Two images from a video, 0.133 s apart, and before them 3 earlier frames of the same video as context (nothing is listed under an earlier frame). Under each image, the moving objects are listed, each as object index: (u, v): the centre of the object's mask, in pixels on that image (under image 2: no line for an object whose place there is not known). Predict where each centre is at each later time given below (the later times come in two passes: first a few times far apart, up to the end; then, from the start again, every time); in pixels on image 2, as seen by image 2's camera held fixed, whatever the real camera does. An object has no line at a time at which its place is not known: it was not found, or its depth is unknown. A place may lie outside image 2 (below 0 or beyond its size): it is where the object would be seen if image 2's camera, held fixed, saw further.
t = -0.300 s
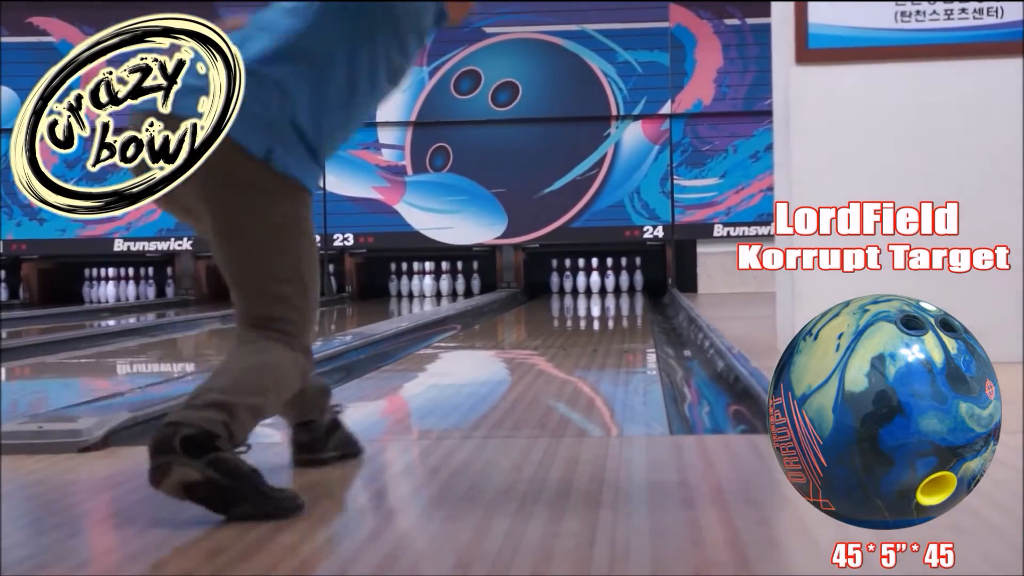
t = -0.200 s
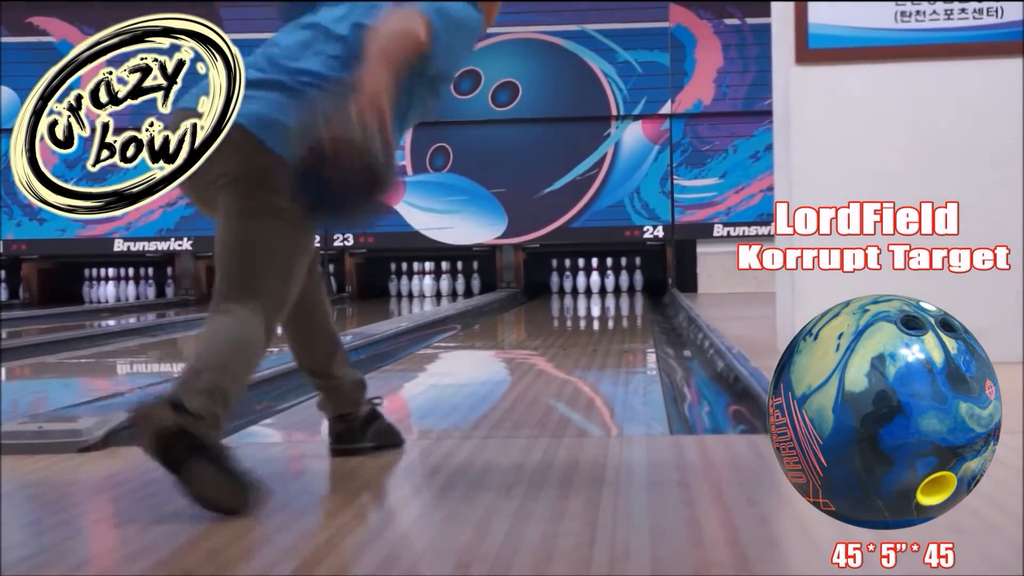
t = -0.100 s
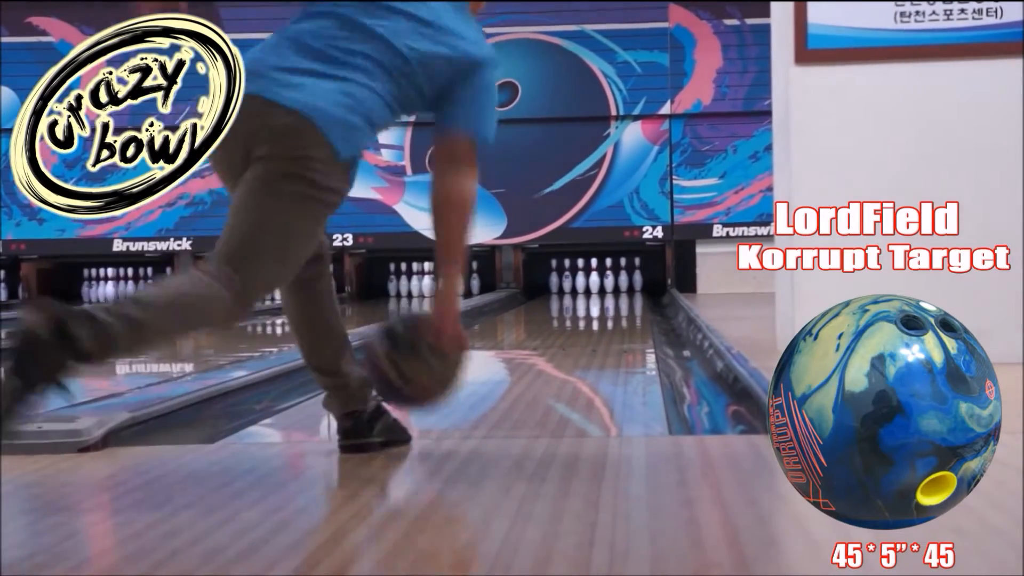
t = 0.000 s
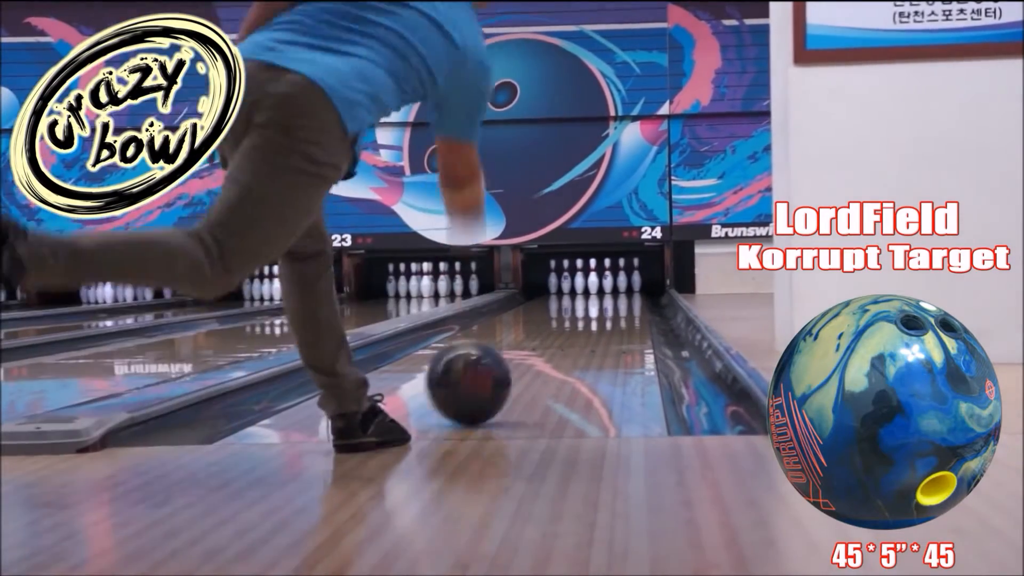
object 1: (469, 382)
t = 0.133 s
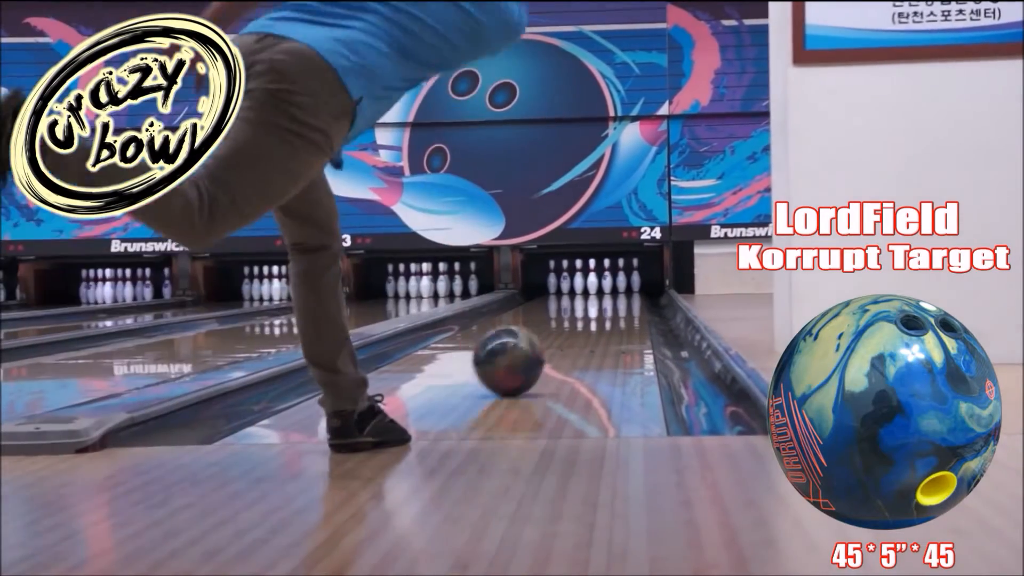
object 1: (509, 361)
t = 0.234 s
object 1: (530, 350)
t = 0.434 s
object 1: (563, 331)
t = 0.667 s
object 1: (586, 317)
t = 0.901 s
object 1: (603, 309)
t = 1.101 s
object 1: (611, 302)
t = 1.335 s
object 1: (620, 298)
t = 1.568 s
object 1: (623, 293)
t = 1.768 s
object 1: (624, 290)
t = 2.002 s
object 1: (621, 288)
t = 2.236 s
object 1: (609, 284)
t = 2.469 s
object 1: (608, 282)
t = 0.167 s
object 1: (516, 357)
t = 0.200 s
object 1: (524, 353)
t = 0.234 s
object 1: (530, 350)
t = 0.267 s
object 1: (536, 345)
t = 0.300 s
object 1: (543, 342)
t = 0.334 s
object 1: (548, 339)
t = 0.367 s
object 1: (553, 336)
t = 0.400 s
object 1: (559, 334)
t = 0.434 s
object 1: (563, 331)
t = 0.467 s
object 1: (567, 329)
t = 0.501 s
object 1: (571, 326)
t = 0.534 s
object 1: (575, 324)
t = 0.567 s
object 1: (578, 321)
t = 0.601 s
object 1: (581, 320)
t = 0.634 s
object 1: (584, 318)
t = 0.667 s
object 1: (586, 317)
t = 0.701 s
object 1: (590, 316)
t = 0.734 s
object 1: (592, 315)
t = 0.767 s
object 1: (595, 313)
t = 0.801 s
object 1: (597, 312)
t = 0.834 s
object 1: (599, 311)
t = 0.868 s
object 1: (601, 310)
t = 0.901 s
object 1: (603, 309)
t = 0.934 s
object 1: (604, 307)
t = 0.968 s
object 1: (606, 306)
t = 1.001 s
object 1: (607, 305)
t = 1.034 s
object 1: (609, 305)
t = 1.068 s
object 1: (609, 304)
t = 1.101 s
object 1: (611, 302)
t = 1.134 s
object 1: (613, 302)
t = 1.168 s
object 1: (615, 301)
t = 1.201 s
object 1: (615, 301)
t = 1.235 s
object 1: (617, 300)
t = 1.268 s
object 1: (617, 299)
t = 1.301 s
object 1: (618, 298)
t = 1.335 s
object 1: (620, 298)
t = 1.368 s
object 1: (620, 296)
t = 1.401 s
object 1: (620, 296)
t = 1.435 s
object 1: (622, 296)
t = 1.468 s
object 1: (622, 294)
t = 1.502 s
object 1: (623, 294)
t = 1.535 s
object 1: (624, 293)
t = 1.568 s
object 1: (623, 293)
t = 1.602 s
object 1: (623, 293)
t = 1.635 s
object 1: (624, 292)
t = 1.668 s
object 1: (624, 292)
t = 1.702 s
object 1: (624, 291)
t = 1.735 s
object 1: (624, 290)
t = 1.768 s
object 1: (624, 290)
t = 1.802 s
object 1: (623, 289)
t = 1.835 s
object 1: (623, 288)
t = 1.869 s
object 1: (623, 289)
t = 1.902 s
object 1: (622, 288)
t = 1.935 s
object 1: (622, 288)
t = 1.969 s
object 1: (621, 287)
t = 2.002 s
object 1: (621, 288)
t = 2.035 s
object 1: (619, 286)
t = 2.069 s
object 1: (617, 286)
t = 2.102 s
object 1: (617, 286)
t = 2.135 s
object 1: (615, 285)
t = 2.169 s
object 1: (613, 285)
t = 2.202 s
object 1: (611, 285)
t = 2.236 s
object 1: (609, 284)
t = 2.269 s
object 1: (608, 284)
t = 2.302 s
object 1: (607, 283)
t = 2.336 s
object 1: (608, 284)
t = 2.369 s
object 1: (606, 282)
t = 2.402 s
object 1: (608, 283)
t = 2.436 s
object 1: (609, 282)
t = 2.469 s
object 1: (608, 282)
